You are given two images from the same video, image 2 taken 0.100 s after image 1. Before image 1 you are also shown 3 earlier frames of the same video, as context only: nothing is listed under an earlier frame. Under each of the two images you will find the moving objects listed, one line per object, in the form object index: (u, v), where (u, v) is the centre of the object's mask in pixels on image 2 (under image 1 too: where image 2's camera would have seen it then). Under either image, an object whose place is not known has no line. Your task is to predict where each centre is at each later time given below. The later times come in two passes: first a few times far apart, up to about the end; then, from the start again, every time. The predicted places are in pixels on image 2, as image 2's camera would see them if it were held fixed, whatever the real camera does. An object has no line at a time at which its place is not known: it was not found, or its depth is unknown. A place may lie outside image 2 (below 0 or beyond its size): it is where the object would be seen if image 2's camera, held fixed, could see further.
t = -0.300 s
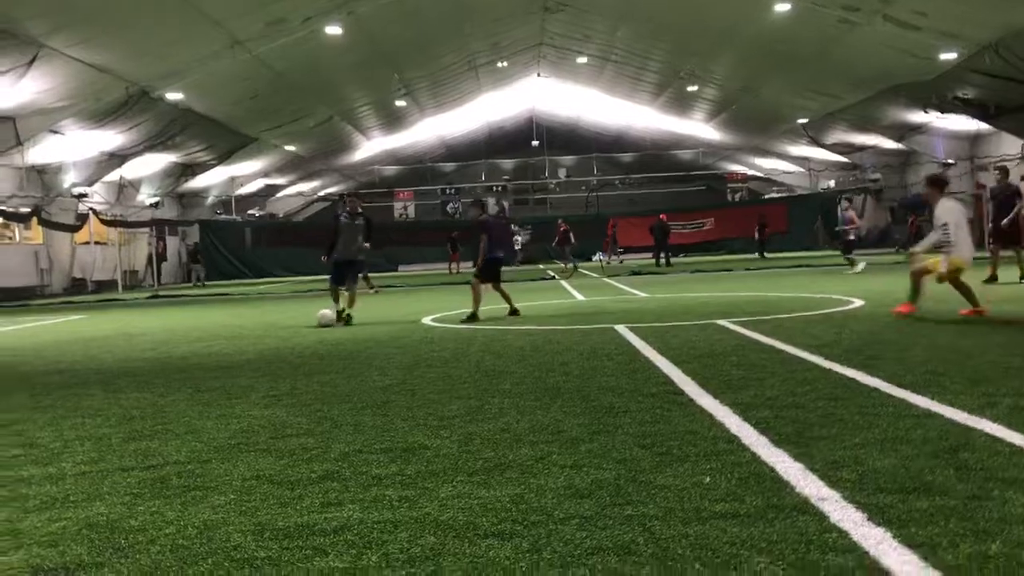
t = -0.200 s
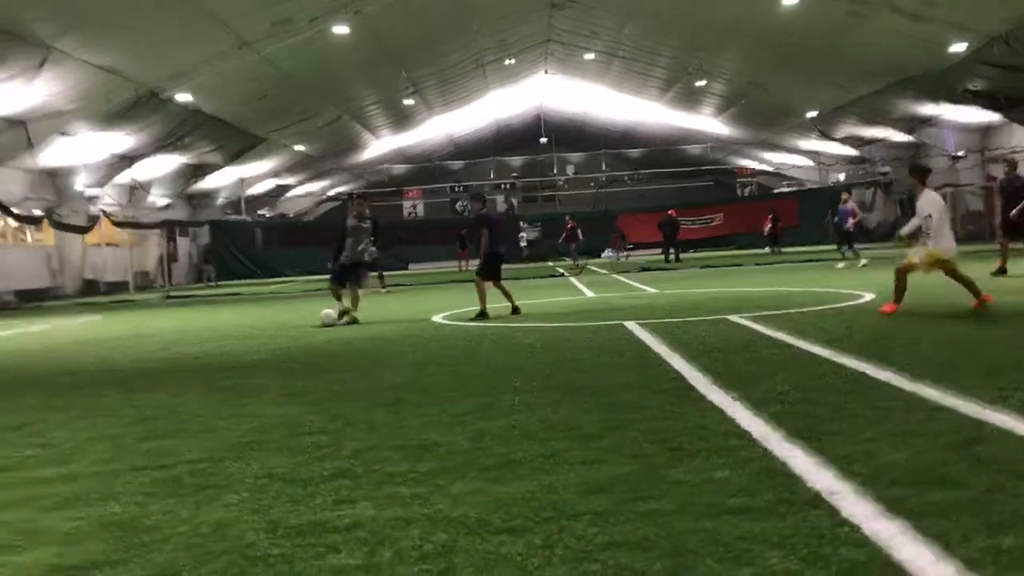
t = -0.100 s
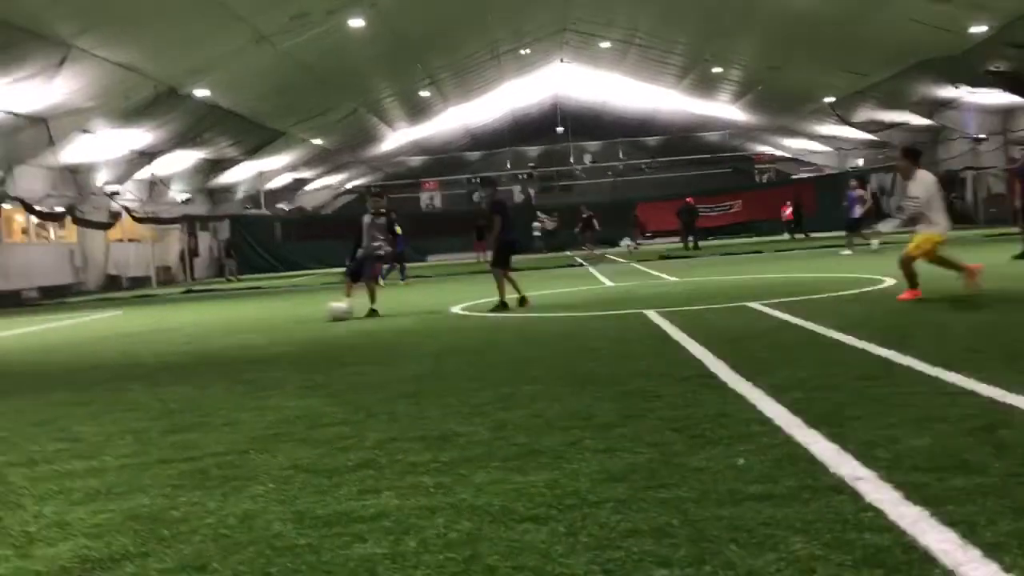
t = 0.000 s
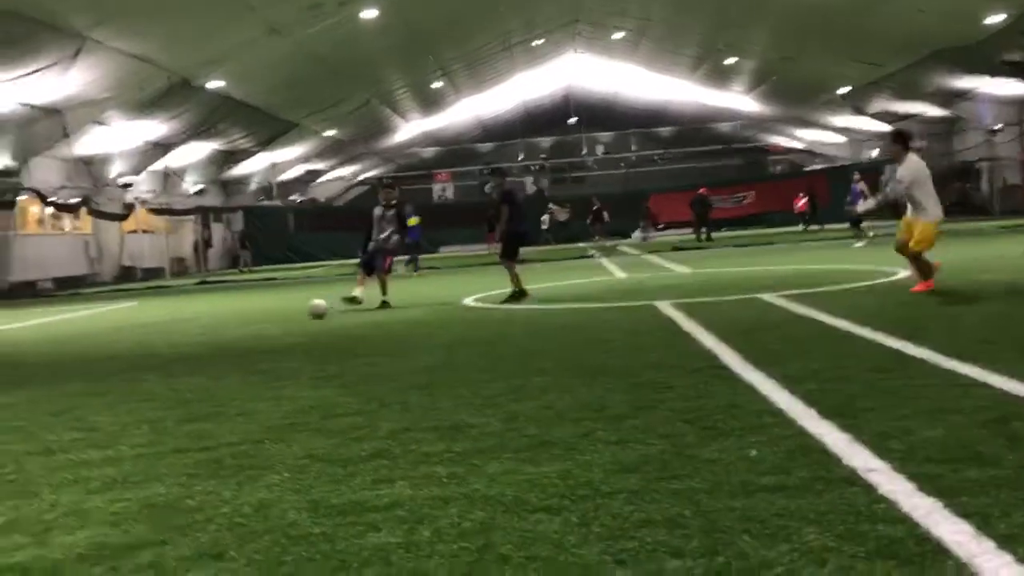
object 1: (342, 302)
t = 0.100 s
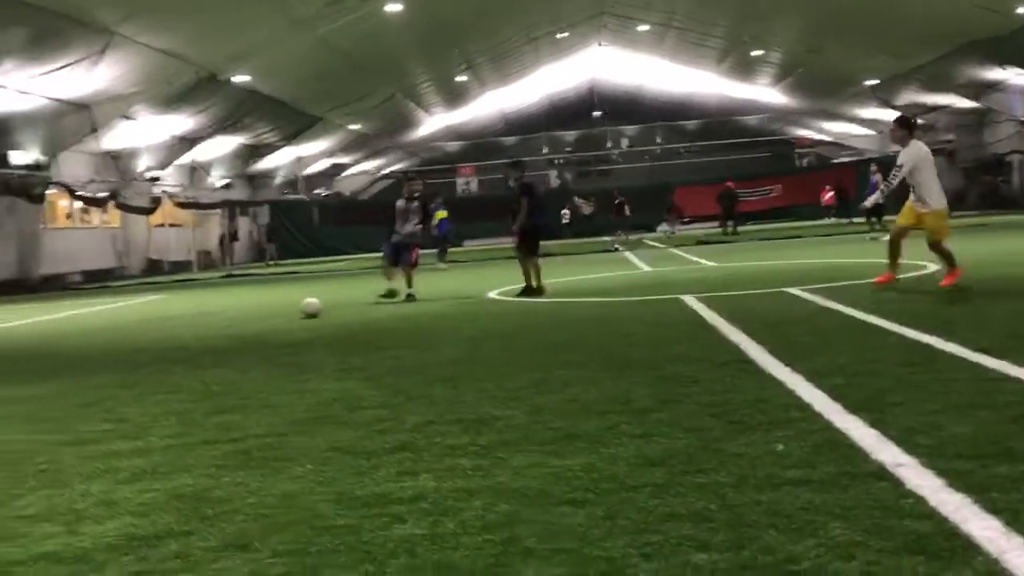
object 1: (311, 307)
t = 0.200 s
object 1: (279, 312)
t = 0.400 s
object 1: (212, 325)
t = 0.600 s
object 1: (147, 335)
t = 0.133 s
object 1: (300, 309)
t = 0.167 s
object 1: (289, 311)
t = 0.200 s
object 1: (279, 312)
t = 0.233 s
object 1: (268, 316)
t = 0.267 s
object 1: (256, 317)
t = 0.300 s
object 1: (246, 319)
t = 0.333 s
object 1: (235, 321)
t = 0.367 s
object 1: (225, 323)
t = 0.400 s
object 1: (212, 325)
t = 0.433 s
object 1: (201, 327)
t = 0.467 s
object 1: (191, 328)
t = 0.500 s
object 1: (179, 330)
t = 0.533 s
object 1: (168, 332)
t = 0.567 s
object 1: (158, 333)
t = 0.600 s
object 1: (147, 335)
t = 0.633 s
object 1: (136, 336)
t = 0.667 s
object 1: (123, 339)
